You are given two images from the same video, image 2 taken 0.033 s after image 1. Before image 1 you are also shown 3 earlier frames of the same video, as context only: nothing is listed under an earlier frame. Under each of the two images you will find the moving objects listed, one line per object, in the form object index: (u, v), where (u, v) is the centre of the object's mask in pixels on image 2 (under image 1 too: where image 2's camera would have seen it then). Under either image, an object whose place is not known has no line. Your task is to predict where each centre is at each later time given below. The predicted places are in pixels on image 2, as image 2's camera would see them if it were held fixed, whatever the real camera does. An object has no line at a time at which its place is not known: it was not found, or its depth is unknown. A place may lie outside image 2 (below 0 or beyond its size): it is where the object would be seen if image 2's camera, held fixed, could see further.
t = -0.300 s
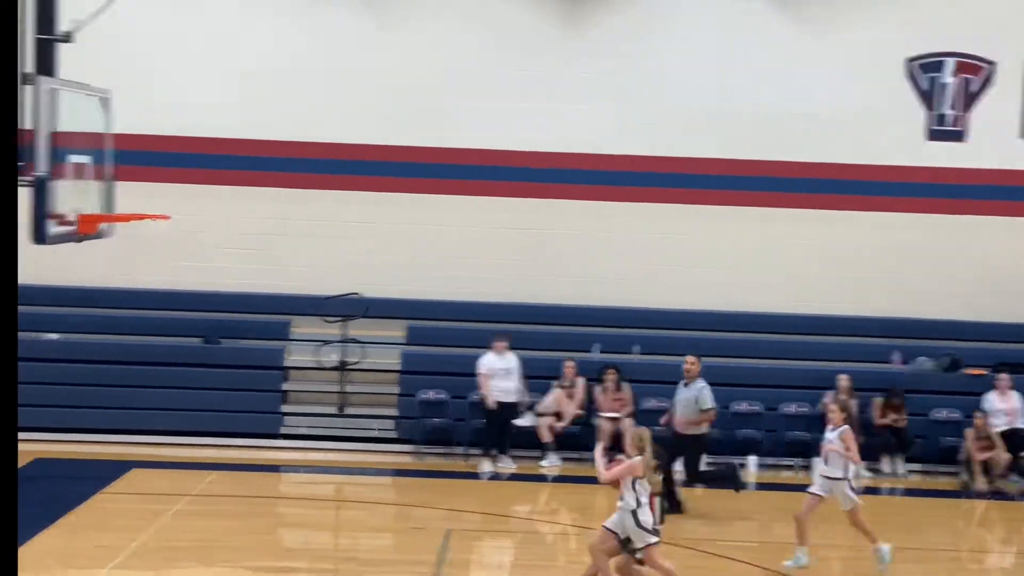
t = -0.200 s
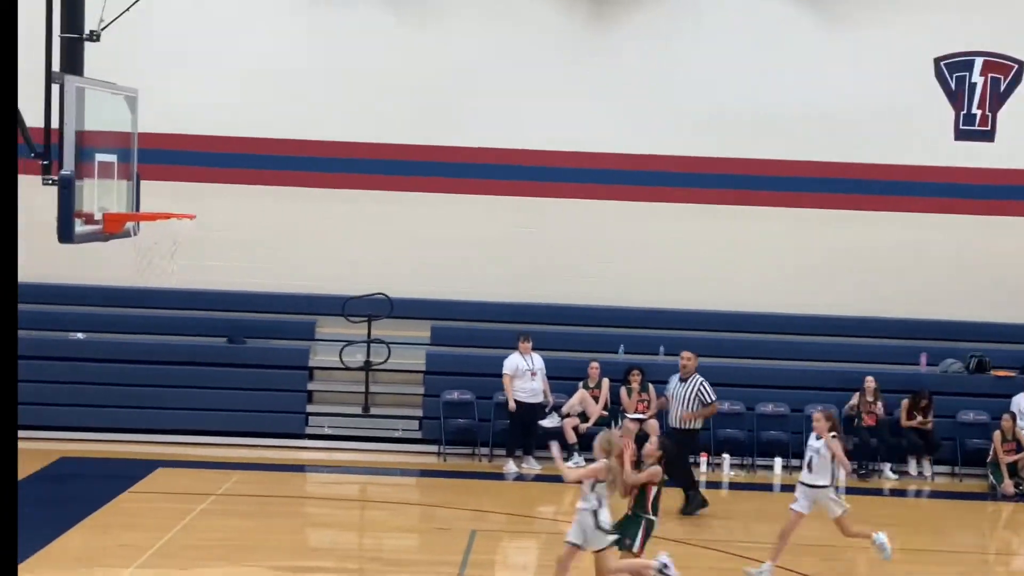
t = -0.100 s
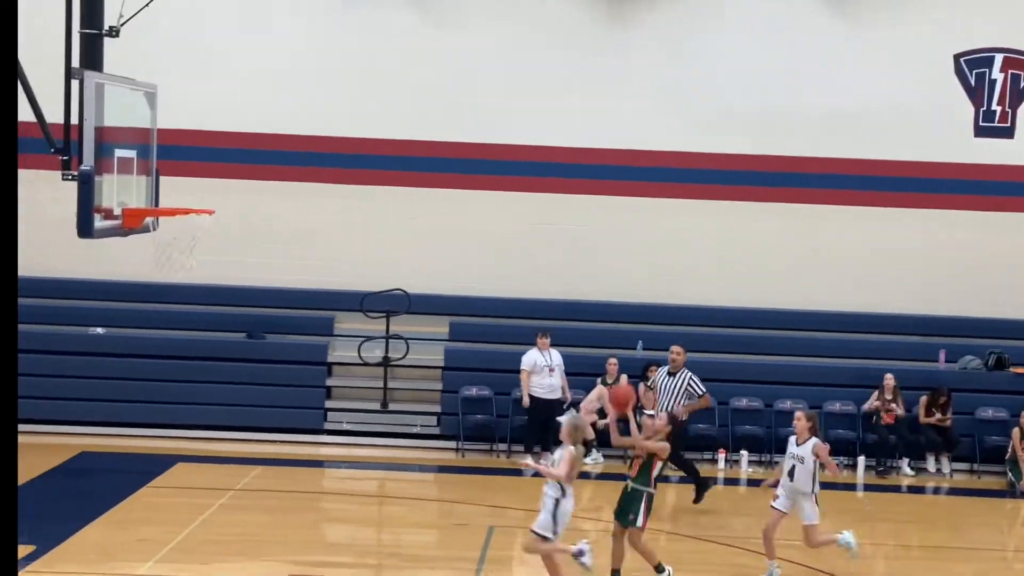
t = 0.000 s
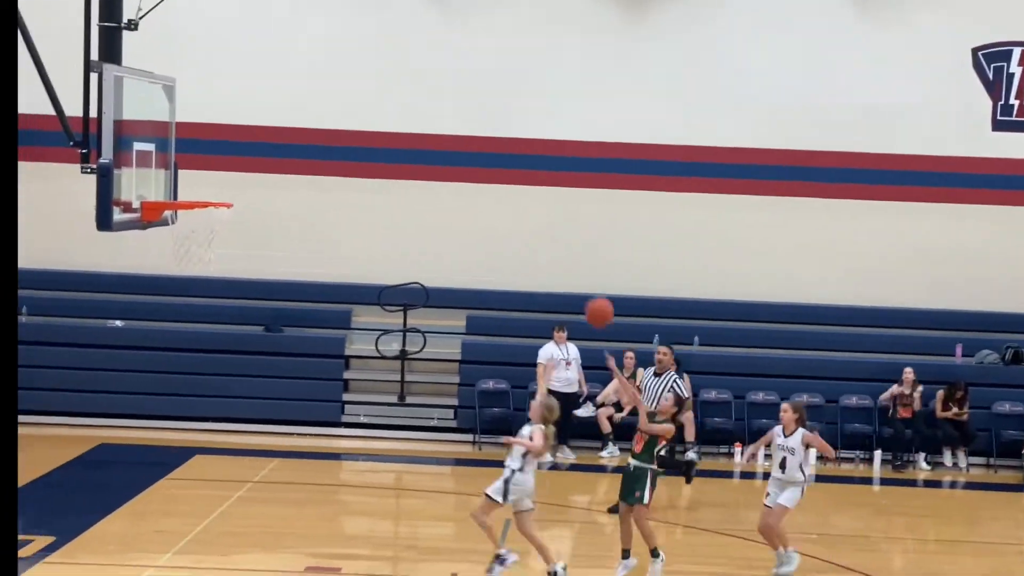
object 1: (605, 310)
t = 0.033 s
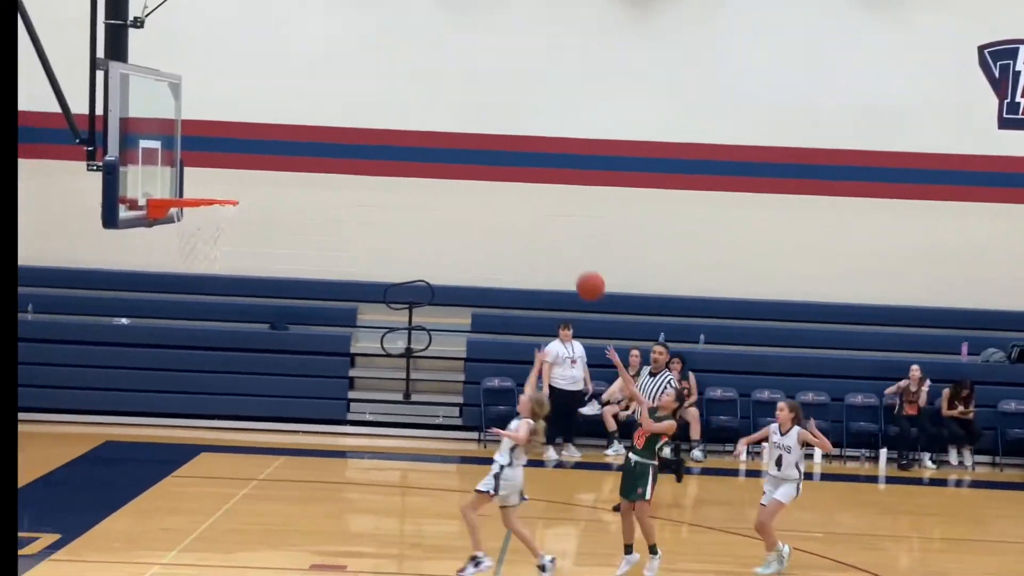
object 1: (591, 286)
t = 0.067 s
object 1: (575, 262)
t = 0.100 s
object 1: (559, 240)
